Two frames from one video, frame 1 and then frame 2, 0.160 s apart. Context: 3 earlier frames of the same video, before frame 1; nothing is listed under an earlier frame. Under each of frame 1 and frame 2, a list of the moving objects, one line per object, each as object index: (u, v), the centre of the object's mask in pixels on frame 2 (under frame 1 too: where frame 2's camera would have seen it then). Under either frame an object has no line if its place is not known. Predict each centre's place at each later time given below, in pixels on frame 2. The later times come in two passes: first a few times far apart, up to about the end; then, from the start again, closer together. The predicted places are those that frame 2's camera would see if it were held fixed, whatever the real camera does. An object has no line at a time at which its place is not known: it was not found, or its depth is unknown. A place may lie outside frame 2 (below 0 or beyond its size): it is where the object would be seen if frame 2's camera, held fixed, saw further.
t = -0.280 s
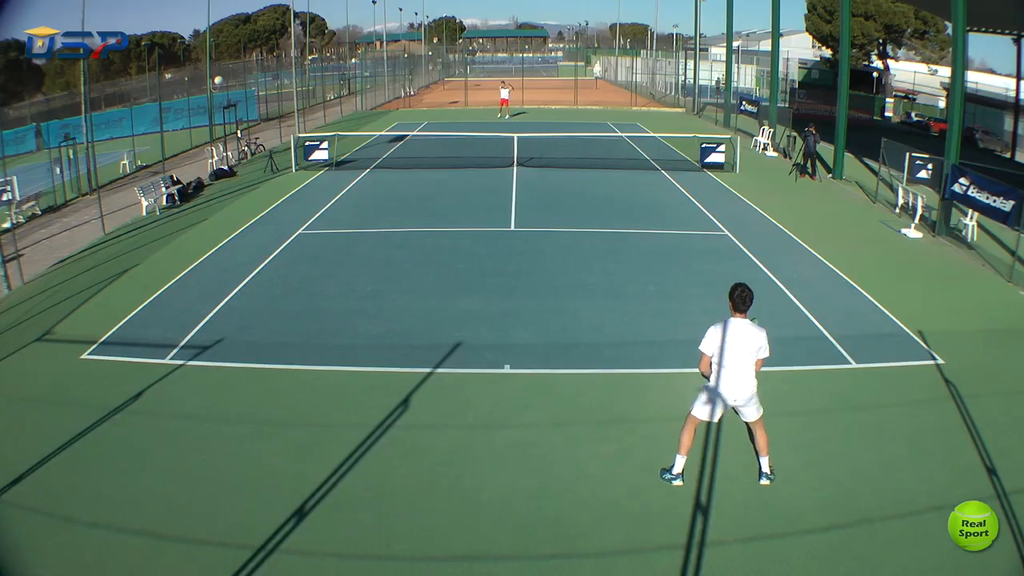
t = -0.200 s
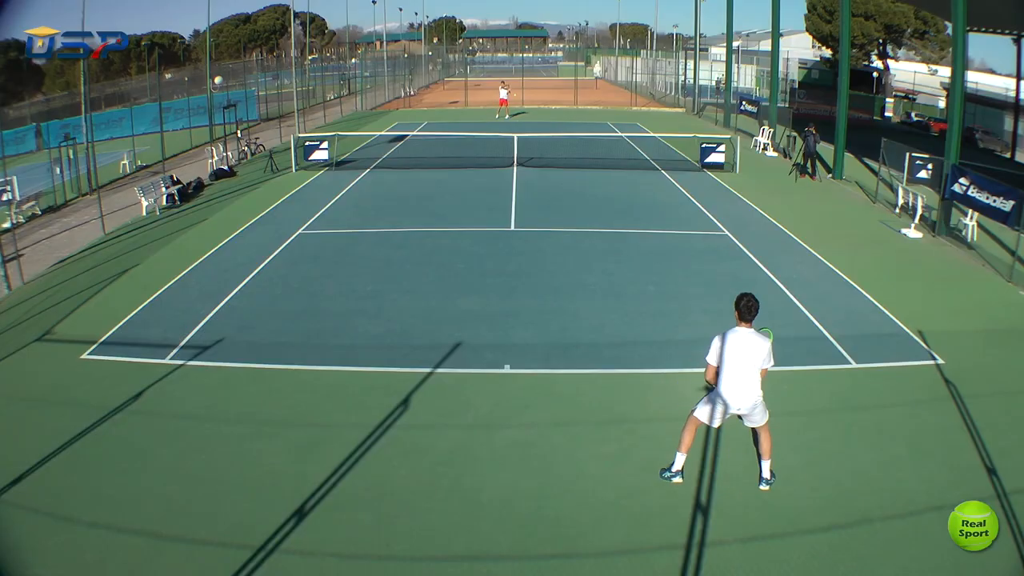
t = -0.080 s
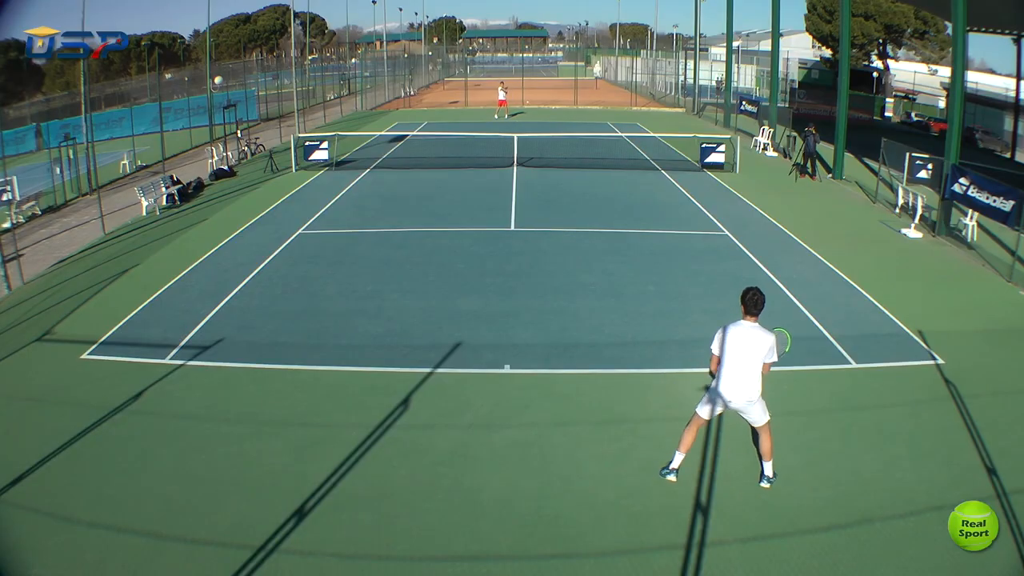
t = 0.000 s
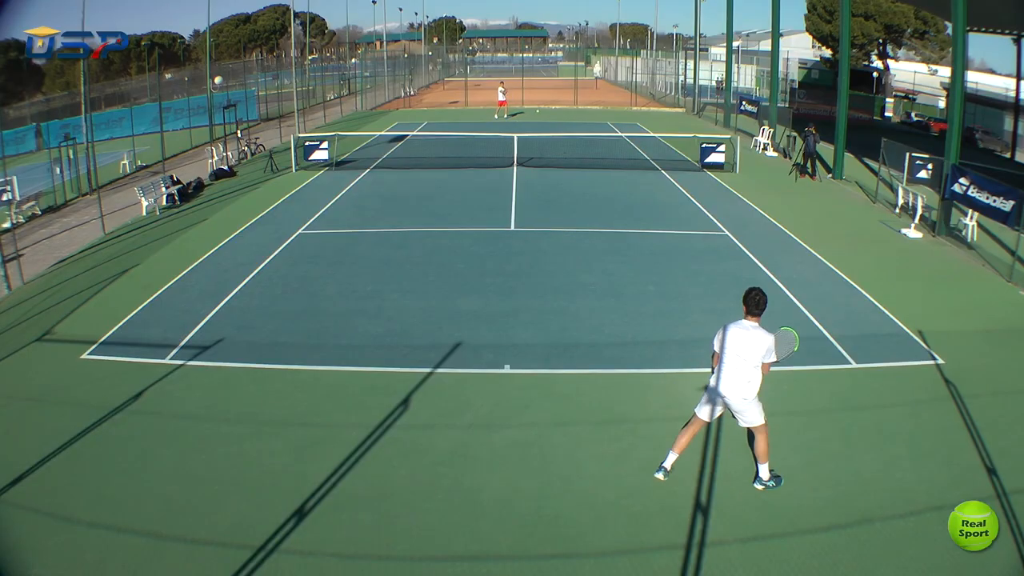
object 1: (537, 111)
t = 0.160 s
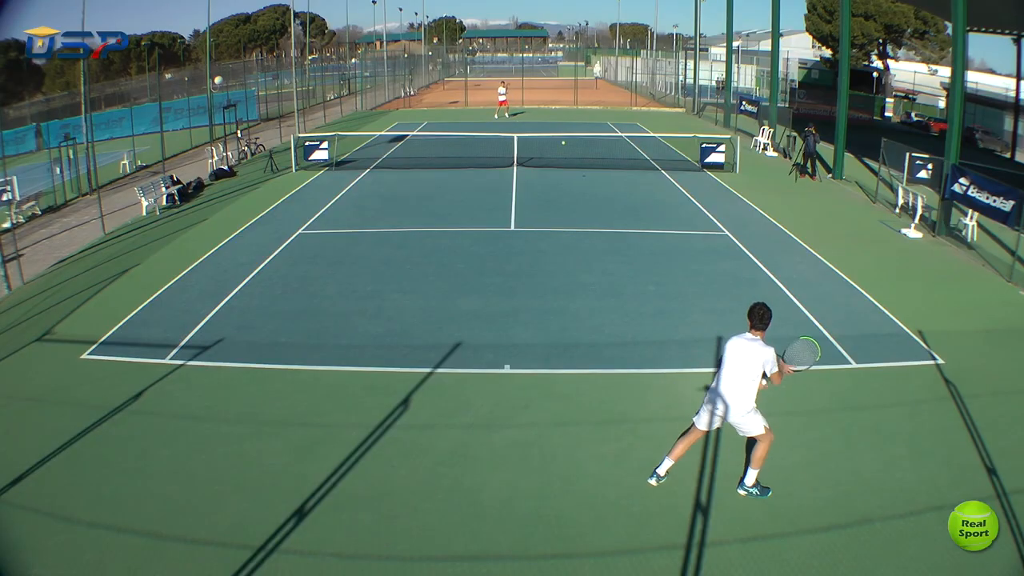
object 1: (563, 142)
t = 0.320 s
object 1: (598, 201)
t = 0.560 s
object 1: (659, 233)
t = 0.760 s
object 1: (724, 247)
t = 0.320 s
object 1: (598, 201)
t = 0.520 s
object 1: (647, 235)
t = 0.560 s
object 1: (659, 233)
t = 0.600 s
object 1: (670, 232)
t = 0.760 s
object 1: (724, 247)
